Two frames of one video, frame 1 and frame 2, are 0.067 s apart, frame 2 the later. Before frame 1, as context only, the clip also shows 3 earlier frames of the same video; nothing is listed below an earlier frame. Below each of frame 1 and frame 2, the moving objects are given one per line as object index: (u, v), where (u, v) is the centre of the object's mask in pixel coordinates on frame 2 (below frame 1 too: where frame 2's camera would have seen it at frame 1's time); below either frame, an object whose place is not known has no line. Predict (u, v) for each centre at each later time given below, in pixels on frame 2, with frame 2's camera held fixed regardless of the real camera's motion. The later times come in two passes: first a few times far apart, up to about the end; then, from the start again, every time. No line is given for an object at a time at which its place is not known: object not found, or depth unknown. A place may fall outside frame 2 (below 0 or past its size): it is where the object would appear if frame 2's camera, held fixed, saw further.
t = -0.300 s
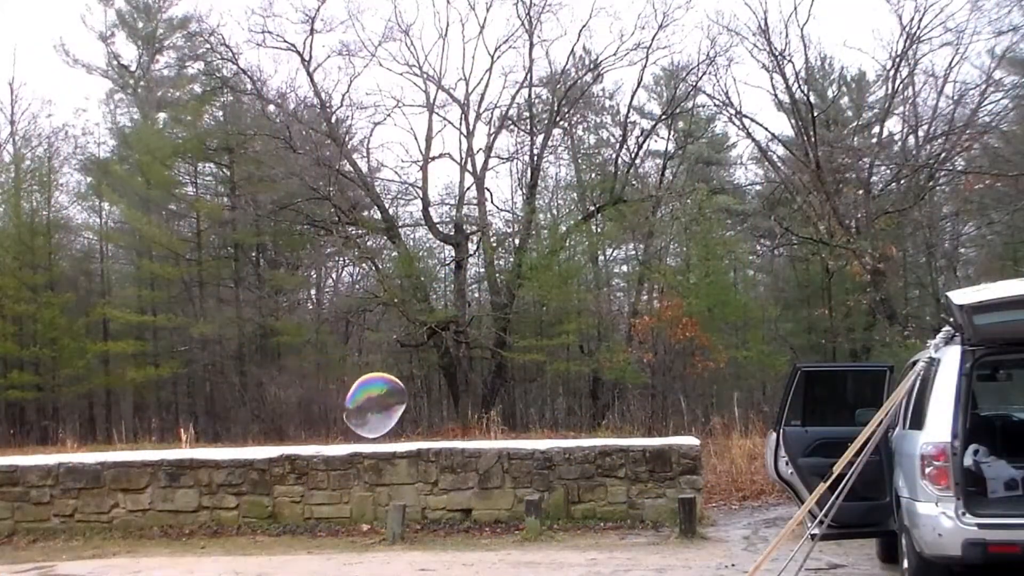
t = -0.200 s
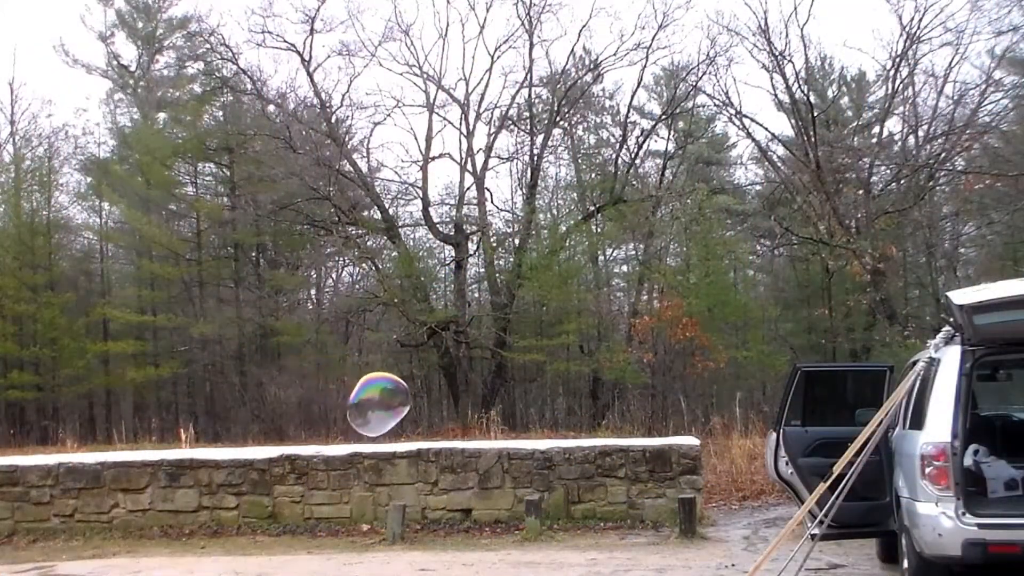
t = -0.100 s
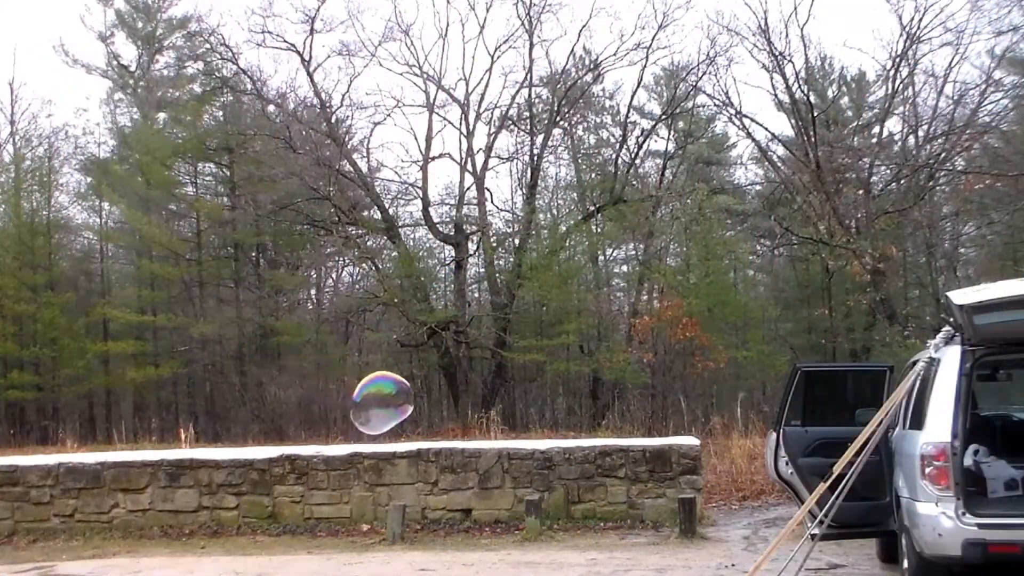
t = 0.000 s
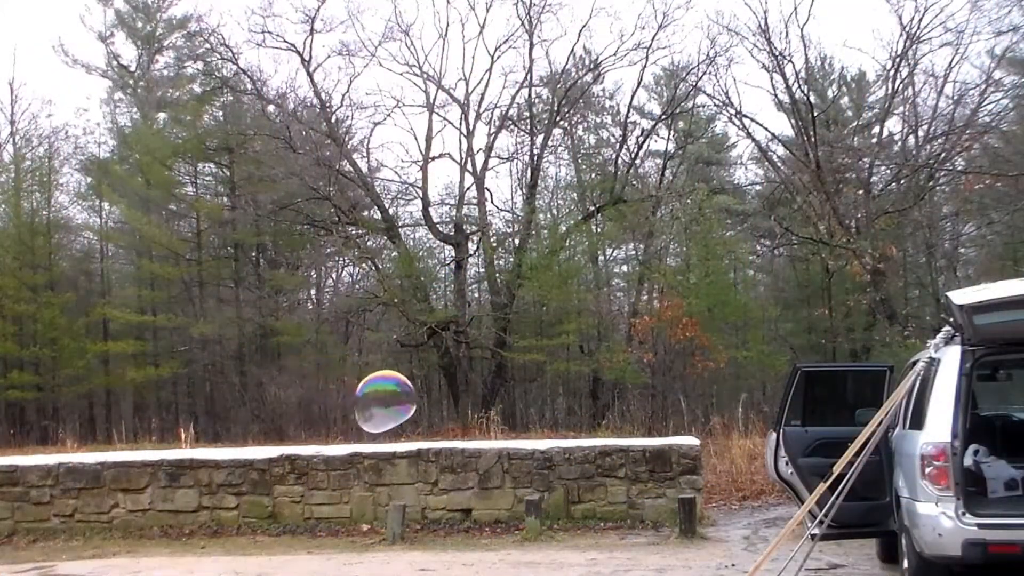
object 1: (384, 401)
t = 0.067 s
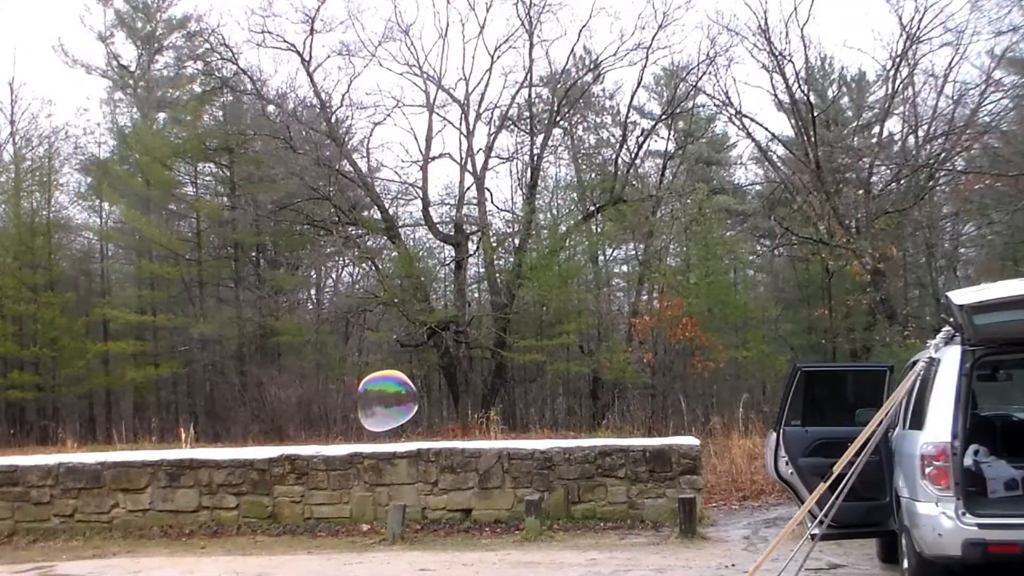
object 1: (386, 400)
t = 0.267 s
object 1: (392, 396)
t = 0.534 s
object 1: (400, 388)
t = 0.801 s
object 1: (409, 375)
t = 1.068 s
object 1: (420, 364)
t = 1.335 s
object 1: (429, 358)
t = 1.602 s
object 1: (437, 360)
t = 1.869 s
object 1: (447, 366)
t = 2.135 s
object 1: (457, 378)
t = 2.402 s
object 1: (461, 396)
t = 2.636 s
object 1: (463, 411)
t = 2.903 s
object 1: (466, 421)
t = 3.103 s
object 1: (466, 427)
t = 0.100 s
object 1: (387, 400)
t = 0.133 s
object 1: (388, 399)
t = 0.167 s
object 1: (389, 399)
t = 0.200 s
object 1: (390, 398)
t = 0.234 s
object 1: (391, 397)
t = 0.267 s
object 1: (392, 396)
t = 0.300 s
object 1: (393, 395)
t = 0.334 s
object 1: (394, 394)
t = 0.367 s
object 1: (395, 393)
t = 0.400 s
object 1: (396, 392)
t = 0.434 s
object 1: (397, 391)
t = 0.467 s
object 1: (398, 390)
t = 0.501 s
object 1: (399, 389)
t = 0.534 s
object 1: (400, 388)
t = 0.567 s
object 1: (401, 386)
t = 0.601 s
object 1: (402, 385)
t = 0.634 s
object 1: (403, 383)
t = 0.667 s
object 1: (404, 382)
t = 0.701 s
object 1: (405, 380)
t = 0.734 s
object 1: (407, 379)
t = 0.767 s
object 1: (407, 377)
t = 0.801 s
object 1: (409, 375)
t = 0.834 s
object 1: (410, 374)
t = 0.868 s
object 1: (411, 372)
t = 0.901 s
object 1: (413, 371)
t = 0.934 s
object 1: (414, 369)
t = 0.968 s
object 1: (416, 368)
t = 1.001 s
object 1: (417, 366)
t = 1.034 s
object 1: (418, 365)
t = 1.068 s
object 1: (420, 364)
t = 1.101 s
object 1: (421, 363)
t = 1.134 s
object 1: (422, 362)
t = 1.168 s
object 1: (423, 361)
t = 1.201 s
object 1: (424, 360)
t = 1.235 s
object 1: (425, 359)
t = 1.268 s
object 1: (427, 359)
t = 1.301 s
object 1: (428, 359)
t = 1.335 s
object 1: (429, 358)
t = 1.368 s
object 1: (430, 358)
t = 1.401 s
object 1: (431, 358)
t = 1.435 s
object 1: (432, 358)
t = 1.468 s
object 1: (433, 358)
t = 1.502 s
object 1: (434, 358)
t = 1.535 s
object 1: (435, 359)
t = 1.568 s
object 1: (436, 359)
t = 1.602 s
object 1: (437, 360)
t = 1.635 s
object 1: (439, 360)
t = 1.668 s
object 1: (440, 361)
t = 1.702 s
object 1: (442, 362)
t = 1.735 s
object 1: (443, 362)
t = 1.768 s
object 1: (445, 363)
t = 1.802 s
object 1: (445, 364)
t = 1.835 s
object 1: (446, 365)
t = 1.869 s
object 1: (447, 366)
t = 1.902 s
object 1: (449, 367)
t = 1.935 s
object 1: (450, 368)
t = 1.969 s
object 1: (450, 370)
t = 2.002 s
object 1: (453, 372)
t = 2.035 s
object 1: (454, 373)
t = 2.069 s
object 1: (455, 375)
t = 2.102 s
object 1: (456, 377)
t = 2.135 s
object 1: (457, 378)
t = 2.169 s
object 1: (458, 380)
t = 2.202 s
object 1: (458, 382)
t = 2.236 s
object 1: (459, 385)
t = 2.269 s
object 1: (459, 387)
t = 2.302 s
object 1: (460, 389)
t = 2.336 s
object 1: (460, 391)
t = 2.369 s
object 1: (460, 394)
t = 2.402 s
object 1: (461, 396)
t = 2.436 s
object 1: (461, 399)
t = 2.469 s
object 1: (461, 402)
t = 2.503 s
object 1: (461, 404)
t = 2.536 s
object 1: (462, 406)
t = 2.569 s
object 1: (462, 407)
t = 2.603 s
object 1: (463, 409)
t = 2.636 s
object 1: (463, 411)
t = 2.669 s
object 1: (463, 413)
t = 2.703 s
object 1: (464, 414)
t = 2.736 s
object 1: (464, 416)
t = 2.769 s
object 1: (465, 417)
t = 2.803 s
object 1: (465, 418)
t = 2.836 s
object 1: (465, 419)
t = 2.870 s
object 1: (466, 420)
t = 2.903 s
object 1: (466, 421)
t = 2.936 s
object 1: (466, 422)
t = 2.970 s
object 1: (466, 423)
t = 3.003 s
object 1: (466, 424)
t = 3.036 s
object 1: (466, 425)
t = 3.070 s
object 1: (466, 426)
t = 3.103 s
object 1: (466, 427)
